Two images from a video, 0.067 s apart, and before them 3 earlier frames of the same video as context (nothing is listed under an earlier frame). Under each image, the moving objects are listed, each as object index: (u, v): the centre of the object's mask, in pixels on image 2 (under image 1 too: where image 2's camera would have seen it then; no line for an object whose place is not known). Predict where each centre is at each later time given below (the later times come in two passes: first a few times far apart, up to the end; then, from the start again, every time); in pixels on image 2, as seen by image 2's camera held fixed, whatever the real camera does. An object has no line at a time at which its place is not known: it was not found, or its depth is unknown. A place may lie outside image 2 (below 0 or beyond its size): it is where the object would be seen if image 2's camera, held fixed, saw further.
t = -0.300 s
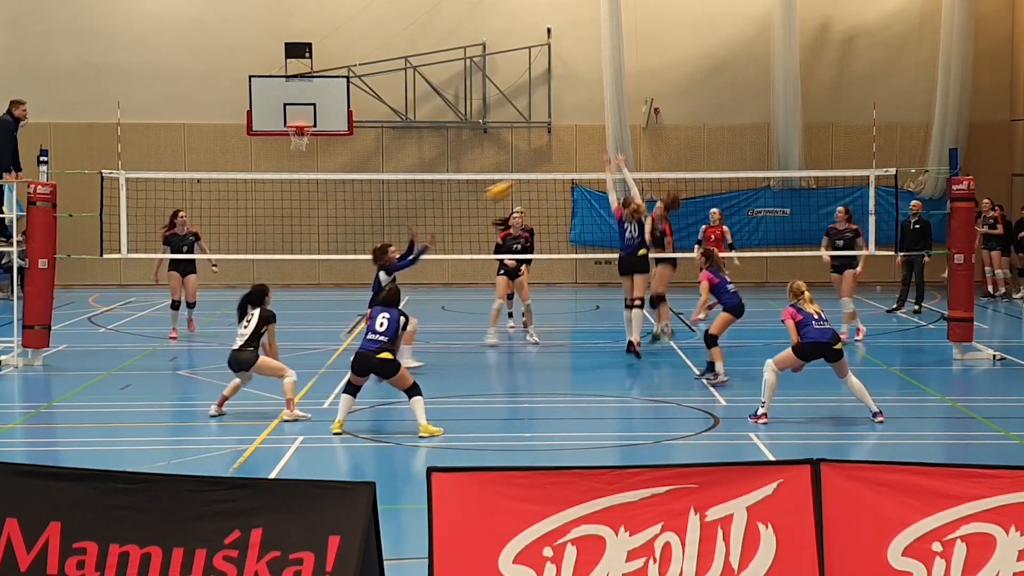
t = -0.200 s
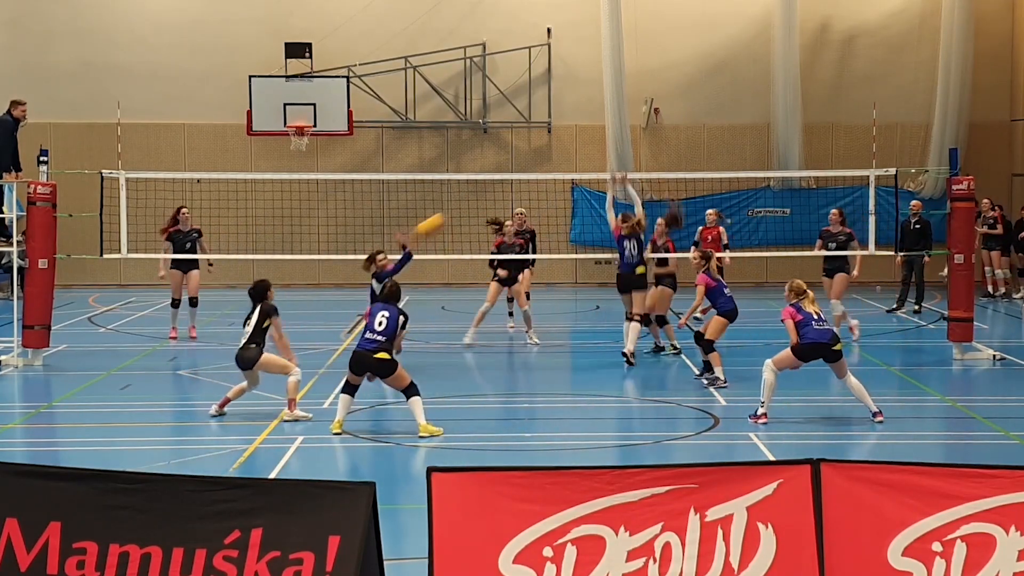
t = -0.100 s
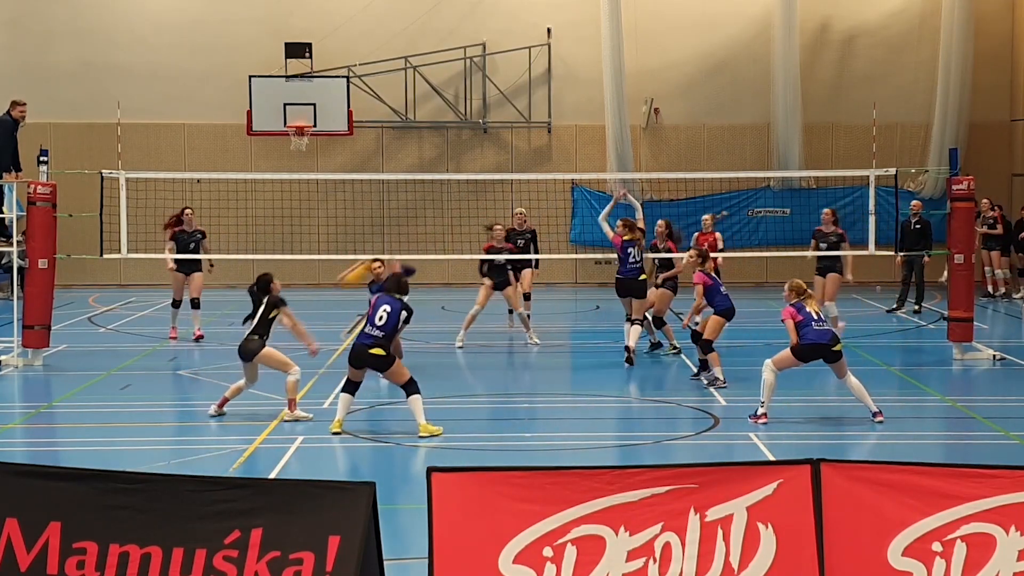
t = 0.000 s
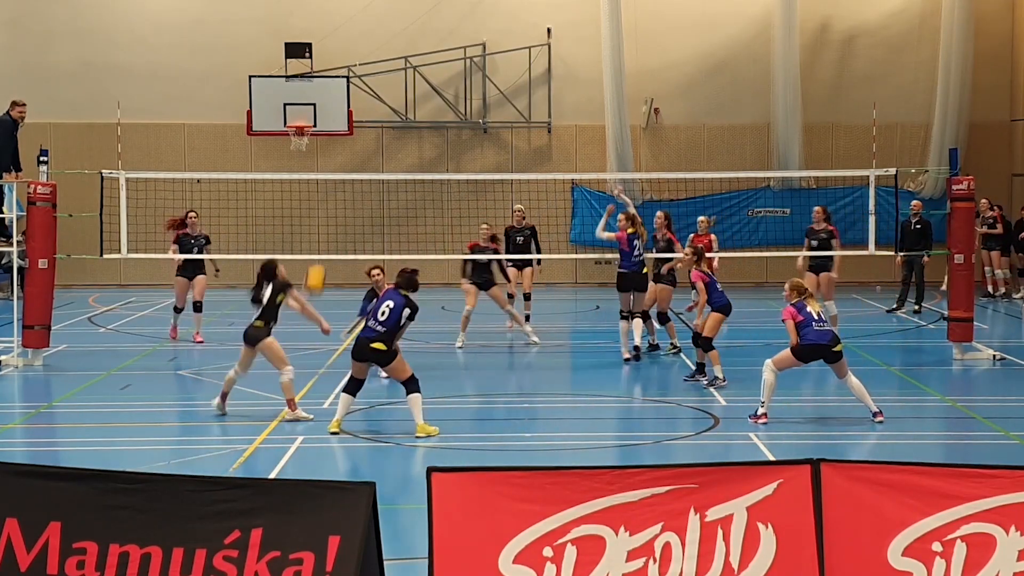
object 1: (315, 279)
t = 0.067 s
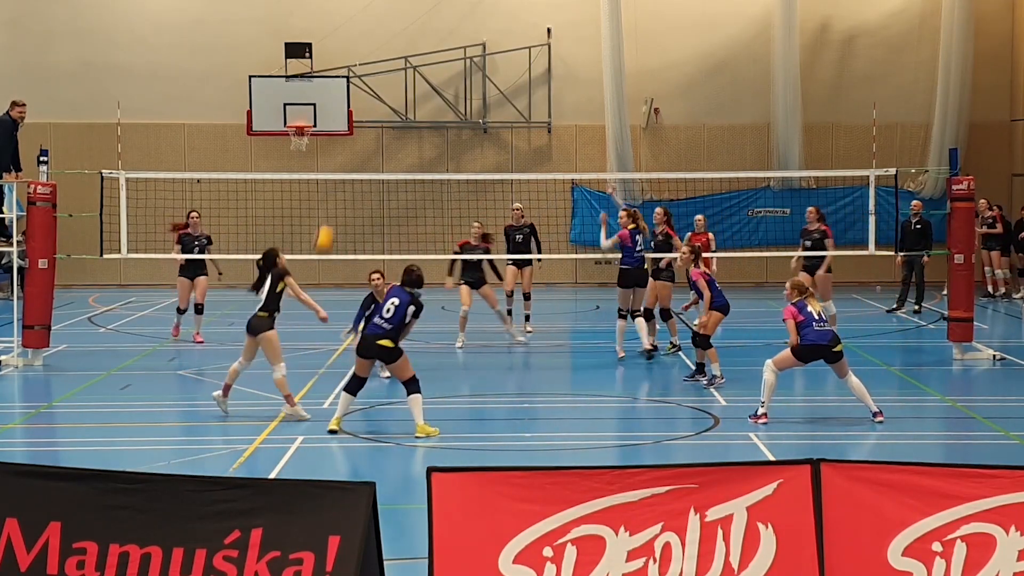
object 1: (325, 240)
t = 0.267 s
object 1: (351, 145)
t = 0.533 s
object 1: (383, 93)
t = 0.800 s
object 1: (413, 106)
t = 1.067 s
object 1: (439, 179)
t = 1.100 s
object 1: (443, 191)
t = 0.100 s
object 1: (330, 220)
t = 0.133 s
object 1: (334, 203)
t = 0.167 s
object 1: (338, 187)
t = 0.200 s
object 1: (343, 172)
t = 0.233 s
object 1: (347, 159)
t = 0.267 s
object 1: (351, 145)
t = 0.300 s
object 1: (355, 136)
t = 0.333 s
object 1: (359, 127)
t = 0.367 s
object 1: (364, 117)
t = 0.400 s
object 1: (368, 111)
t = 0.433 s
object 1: (372, 105)
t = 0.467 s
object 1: (376, 100)
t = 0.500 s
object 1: (379, 96)
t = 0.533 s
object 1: (383, 93)
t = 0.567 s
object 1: (387, 92)
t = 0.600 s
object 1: (391, 90)
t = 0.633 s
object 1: (395, 90)
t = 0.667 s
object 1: (398, 91)
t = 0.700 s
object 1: (402, 94)
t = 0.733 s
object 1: (406, 98)
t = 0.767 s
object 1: (410, 101)
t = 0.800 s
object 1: (413, 106)
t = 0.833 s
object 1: (416, 112)
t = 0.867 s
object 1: (419, 119)
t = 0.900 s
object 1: (423, 127)
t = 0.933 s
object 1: (426, 134)
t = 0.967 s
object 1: (429, 145)
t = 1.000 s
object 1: (433, 155)
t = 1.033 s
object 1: (436, 167)
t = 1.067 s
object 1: (439, 179)
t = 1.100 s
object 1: (443, 191)
